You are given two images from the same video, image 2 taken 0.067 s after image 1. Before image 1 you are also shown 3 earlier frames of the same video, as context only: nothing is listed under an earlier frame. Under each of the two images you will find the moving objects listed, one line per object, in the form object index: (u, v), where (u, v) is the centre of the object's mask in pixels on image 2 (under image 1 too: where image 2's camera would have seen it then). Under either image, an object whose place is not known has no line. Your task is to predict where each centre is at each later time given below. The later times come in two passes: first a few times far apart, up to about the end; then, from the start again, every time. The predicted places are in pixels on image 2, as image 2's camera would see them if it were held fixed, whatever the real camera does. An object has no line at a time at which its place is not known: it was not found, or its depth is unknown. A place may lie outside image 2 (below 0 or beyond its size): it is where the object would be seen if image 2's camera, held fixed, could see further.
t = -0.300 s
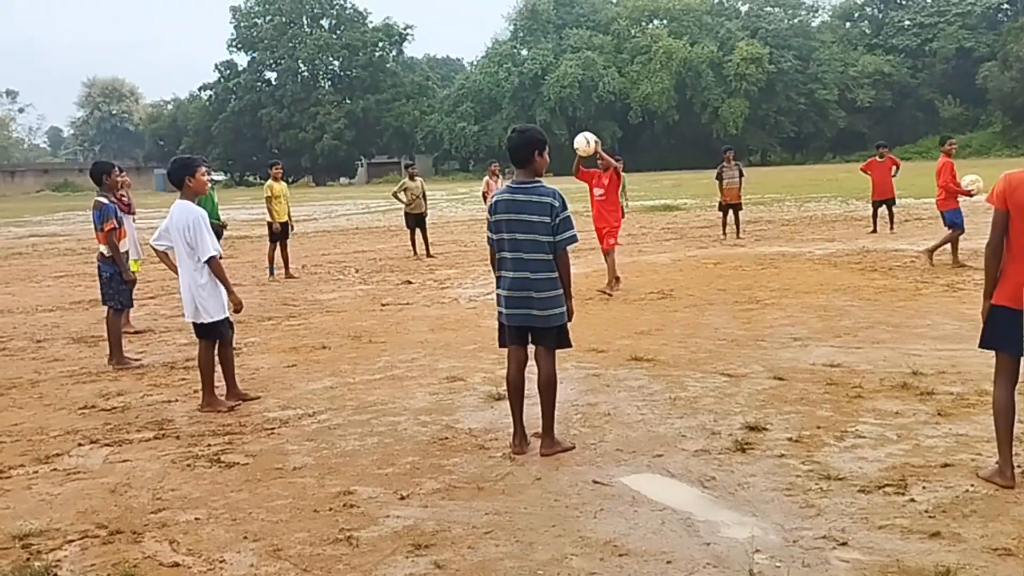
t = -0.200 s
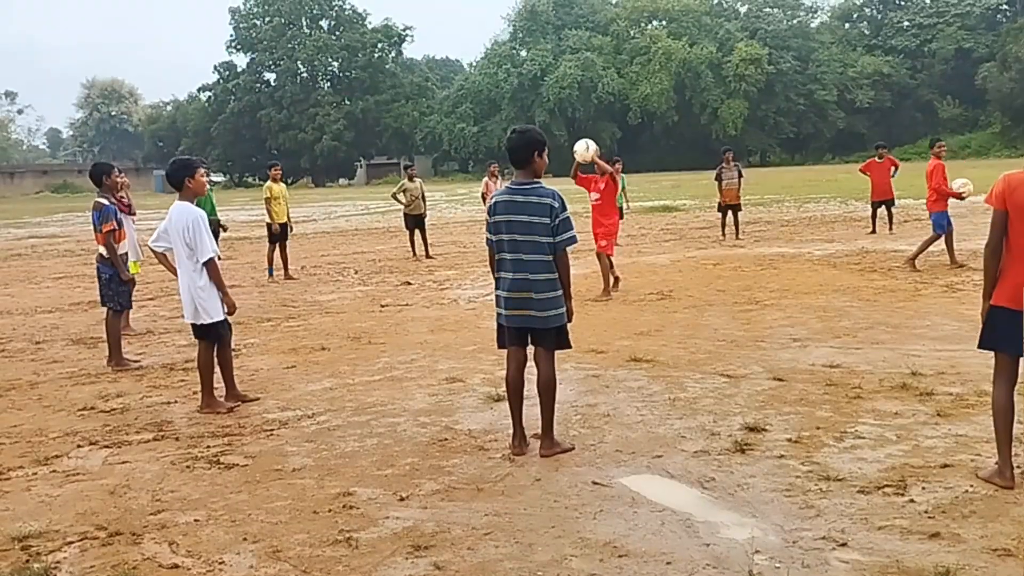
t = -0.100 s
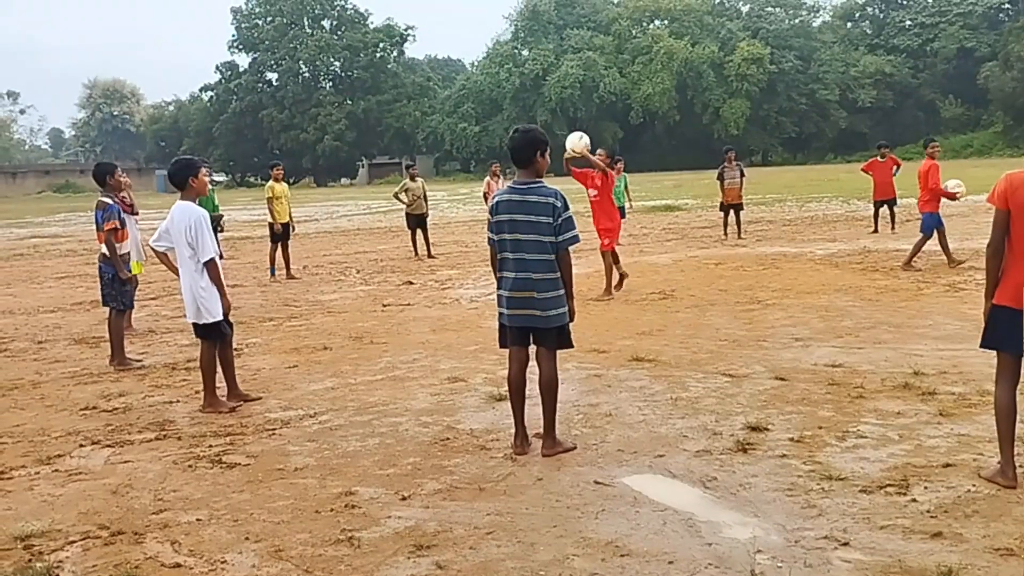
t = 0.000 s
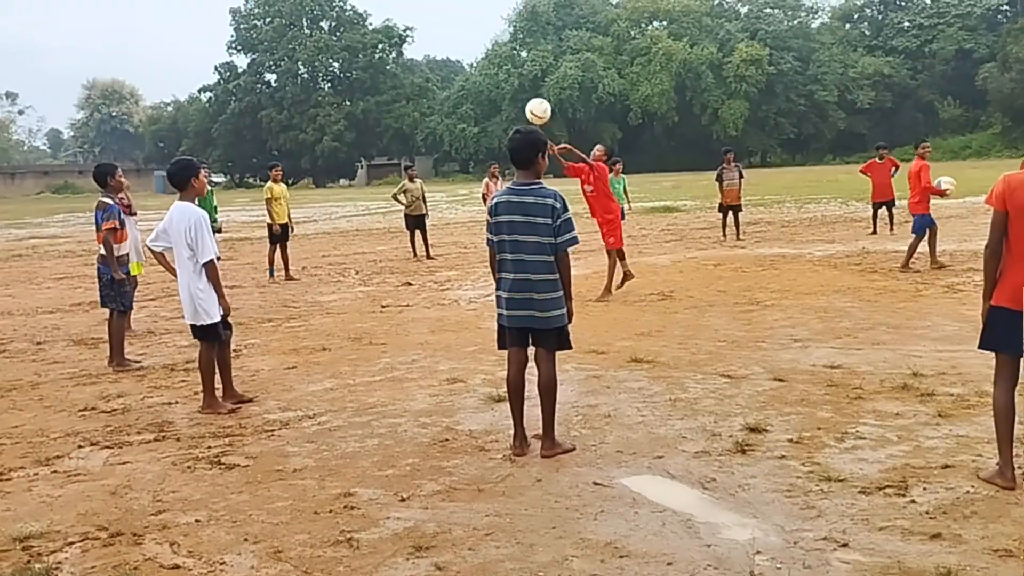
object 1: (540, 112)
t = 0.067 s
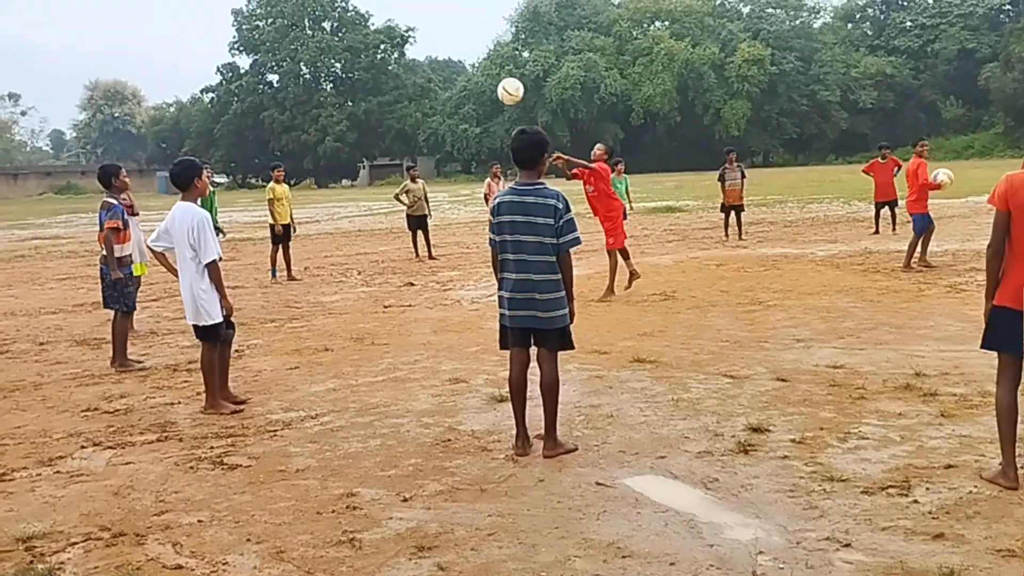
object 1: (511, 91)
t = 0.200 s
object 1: (447, 65)
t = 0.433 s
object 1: (324, 65)
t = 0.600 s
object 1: (225, 114)
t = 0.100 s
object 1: (496, 83)
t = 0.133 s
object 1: (480, 75)
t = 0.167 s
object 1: (464, 70)
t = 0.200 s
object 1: (447, 65)
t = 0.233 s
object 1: (431, 61)
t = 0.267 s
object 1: (414, 58)
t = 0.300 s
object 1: (397, 56)
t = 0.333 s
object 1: (379, 56)
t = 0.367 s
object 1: (361, 57)
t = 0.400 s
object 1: (343, 60)
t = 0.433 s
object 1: (324, 65)
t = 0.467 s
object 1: (305, 71)
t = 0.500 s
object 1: (285, 79)
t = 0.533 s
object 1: (266, 89)
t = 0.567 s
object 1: (245, 100)
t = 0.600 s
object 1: (225, 114)
